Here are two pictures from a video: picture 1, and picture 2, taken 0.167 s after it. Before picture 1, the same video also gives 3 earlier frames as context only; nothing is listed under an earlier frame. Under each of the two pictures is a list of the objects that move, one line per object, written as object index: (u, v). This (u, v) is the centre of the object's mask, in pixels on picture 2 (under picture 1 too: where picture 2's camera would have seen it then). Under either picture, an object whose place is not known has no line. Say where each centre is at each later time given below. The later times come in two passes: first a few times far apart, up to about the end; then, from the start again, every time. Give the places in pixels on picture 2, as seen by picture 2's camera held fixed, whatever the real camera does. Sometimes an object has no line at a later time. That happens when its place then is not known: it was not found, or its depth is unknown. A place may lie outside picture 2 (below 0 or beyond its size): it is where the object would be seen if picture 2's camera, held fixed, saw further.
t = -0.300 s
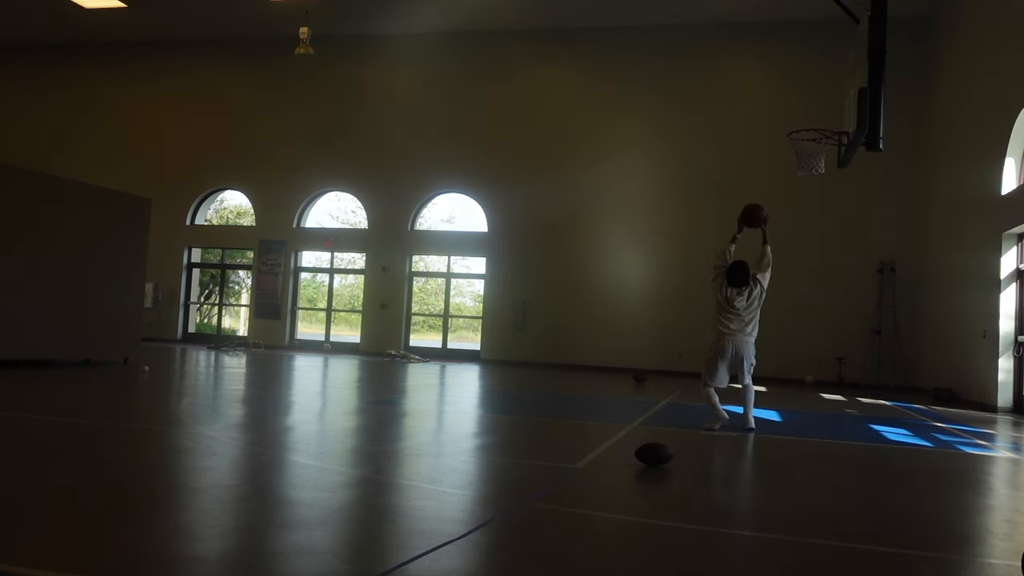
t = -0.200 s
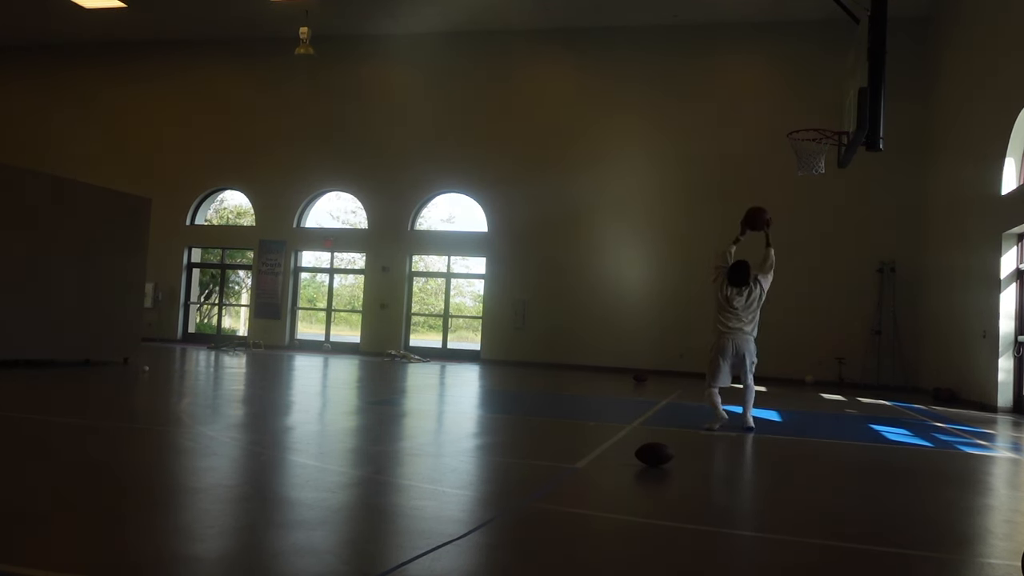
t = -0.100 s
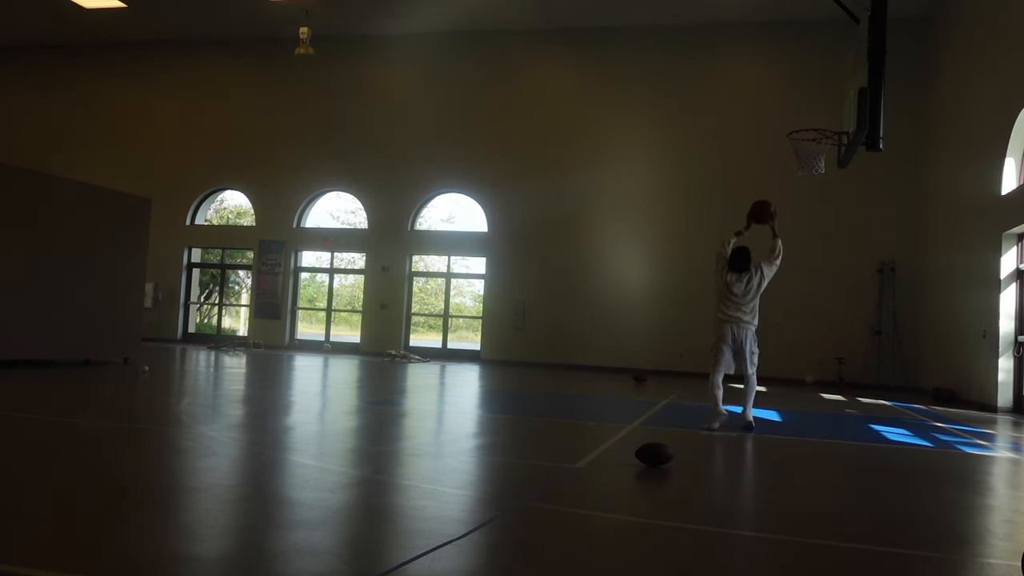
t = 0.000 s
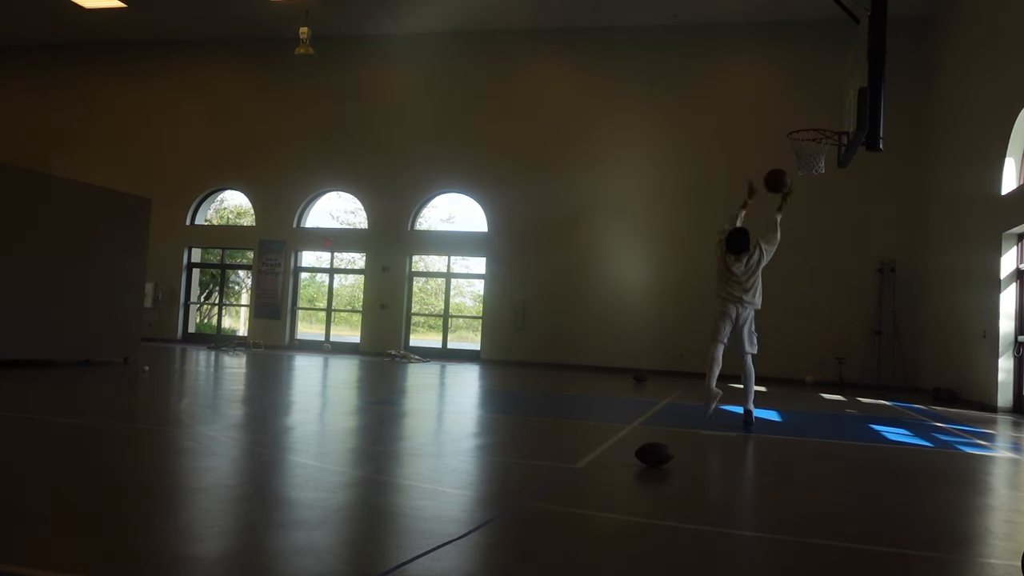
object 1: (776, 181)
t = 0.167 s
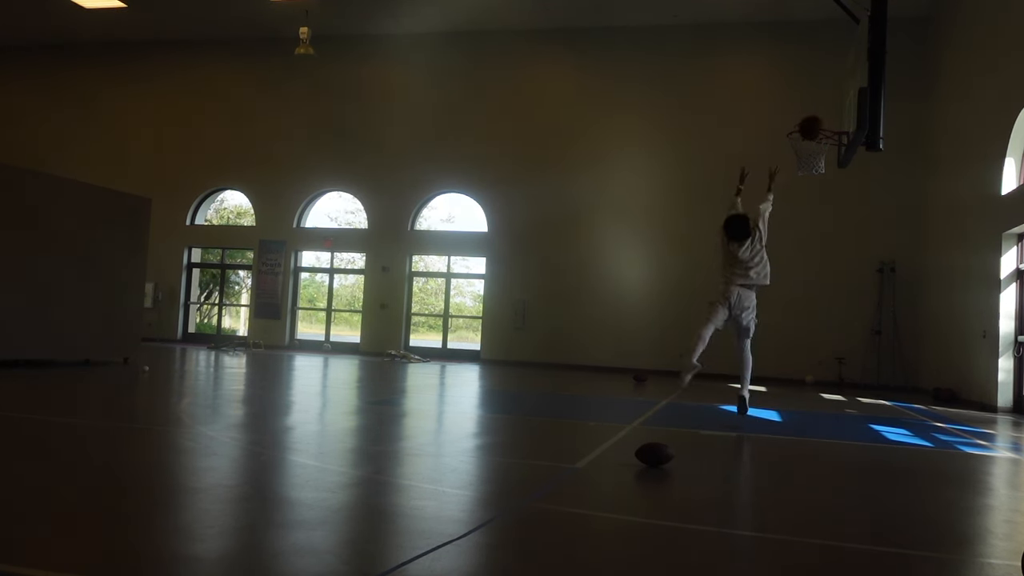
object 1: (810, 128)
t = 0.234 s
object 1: (823, 114)
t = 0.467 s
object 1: (820, 108)
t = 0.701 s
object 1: (781, 136)
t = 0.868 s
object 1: (752, 176)
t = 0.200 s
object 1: (817, 120)
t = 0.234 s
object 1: (823, 114)
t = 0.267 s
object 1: (830, 110)
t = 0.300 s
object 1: (835, 106)
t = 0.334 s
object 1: (842, 104)
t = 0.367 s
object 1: (837, 103)
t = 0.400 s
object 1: (831, 104)
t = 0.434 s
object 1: (826, 105)
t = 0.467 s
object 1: (820, 108)
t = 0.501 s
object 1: (814, 111)
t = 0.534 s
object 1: (808, 116)
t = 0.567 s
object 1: (803, 122)
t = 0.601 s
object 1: (797, 125)
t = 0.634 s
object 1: (792, 128)
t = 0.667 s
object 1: (786, 131)
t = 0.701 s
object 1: (781, 136)
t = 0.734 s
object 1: (775, 142)
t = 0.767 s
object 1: (770, 149)
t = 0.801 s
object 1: (764, 157)
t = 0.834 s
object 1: (758, 166)
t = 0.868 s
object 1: (752, 176)
